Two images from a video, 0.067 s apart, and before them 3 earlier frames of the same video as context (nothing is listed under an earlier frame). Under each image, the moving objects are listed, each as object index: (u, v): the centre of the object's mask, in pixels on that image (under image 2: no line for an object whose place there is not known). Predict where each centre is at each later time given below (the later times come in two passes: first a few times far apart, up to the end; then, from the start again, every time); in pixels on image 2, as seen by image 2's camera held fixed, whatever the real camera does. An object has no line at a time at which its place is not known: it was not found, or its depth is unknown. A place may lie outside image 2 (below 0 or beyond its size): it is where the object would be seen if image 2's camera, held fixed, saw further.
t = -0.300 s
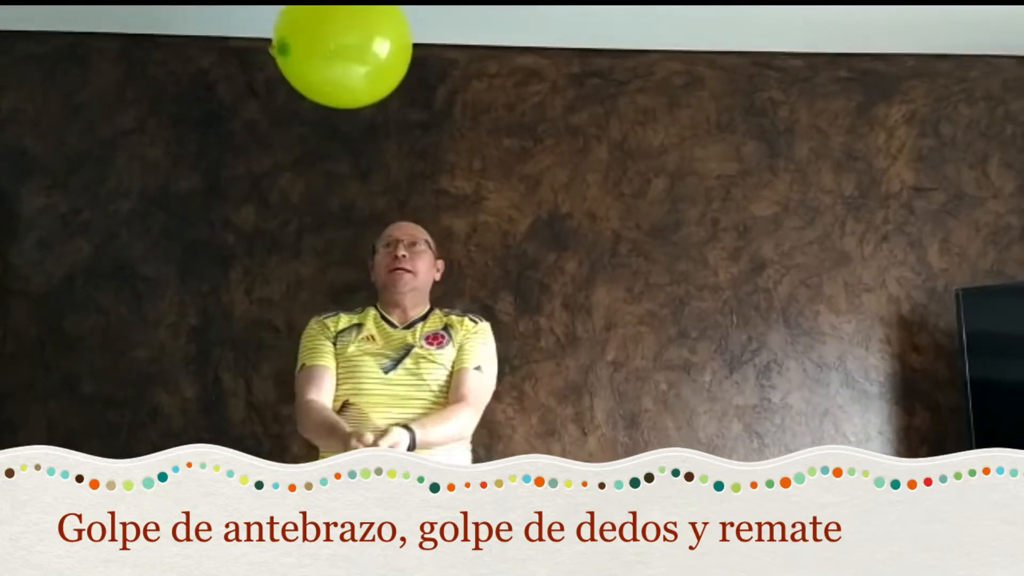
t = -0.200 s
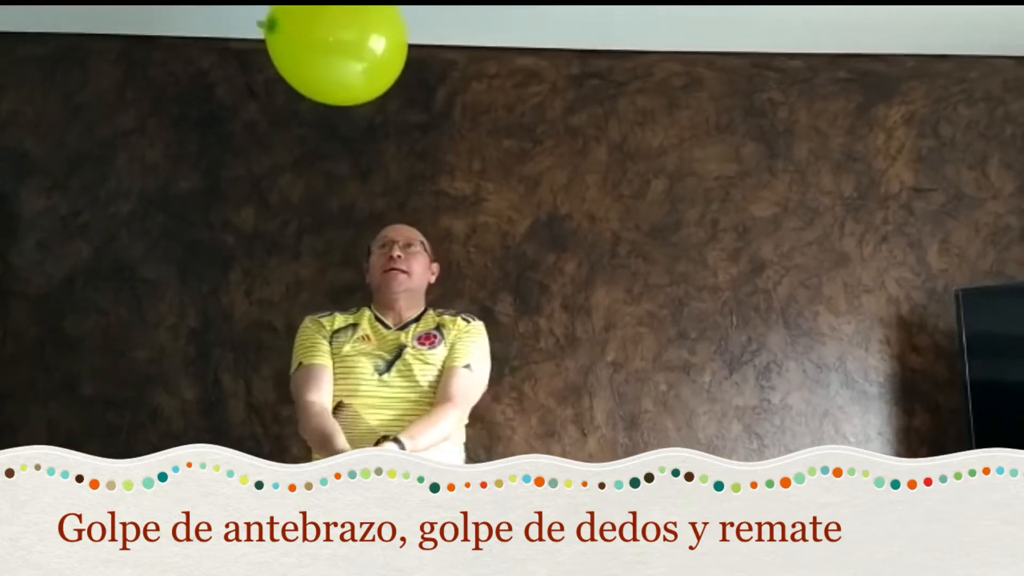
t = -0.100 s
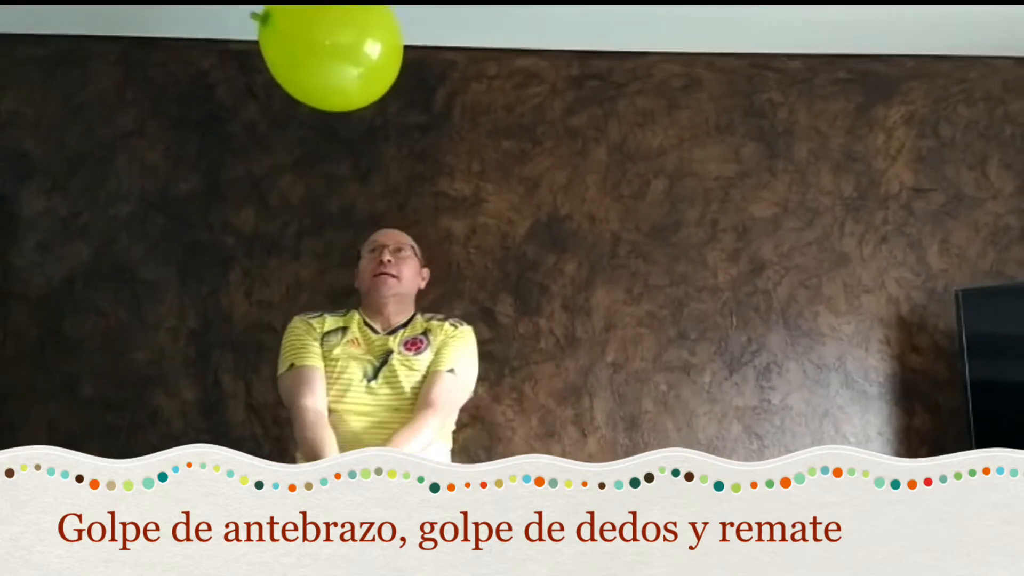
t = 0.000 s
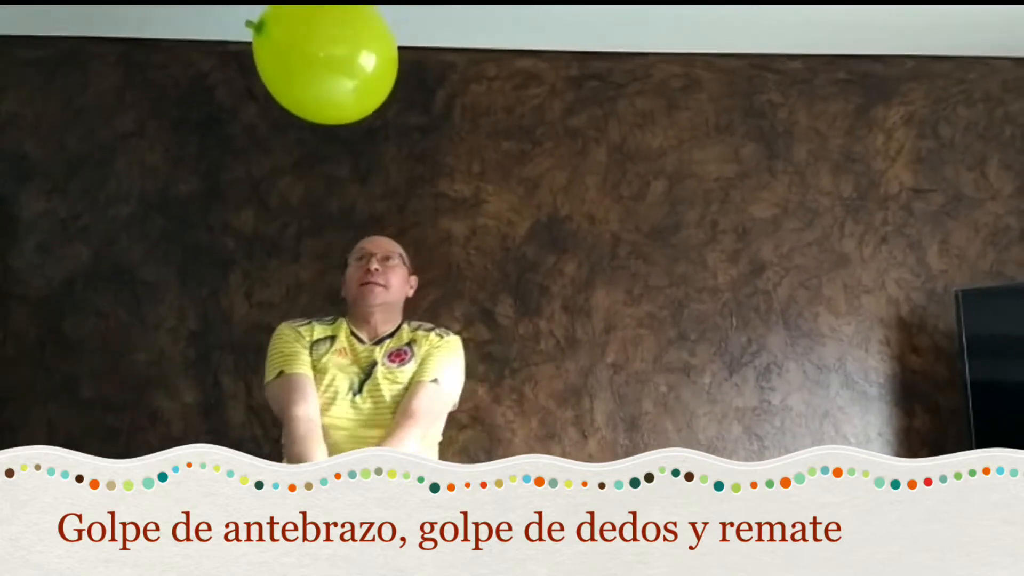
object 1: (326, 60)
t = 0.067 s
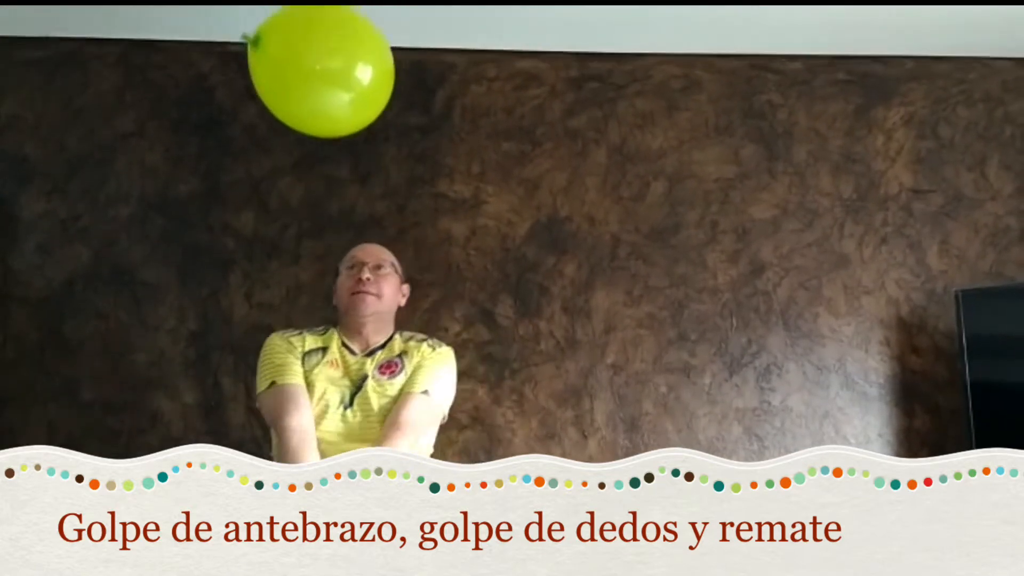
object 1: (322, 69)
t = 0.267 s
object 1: (307, 123)
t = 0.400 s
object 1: (293, 179)
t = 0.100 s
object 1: (320, 76)
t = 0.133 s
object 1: (318, 84)
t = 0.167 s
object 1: (315, 93)
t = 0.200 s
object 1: (313, 103)
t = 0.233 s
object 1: (310, 112)
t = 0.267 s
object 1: (307, 123)
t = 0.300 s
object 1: (304, 135)
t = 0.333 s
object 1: (301, 149)
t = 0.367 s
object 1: (297, 163)
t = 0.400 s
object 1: (293, 179)
